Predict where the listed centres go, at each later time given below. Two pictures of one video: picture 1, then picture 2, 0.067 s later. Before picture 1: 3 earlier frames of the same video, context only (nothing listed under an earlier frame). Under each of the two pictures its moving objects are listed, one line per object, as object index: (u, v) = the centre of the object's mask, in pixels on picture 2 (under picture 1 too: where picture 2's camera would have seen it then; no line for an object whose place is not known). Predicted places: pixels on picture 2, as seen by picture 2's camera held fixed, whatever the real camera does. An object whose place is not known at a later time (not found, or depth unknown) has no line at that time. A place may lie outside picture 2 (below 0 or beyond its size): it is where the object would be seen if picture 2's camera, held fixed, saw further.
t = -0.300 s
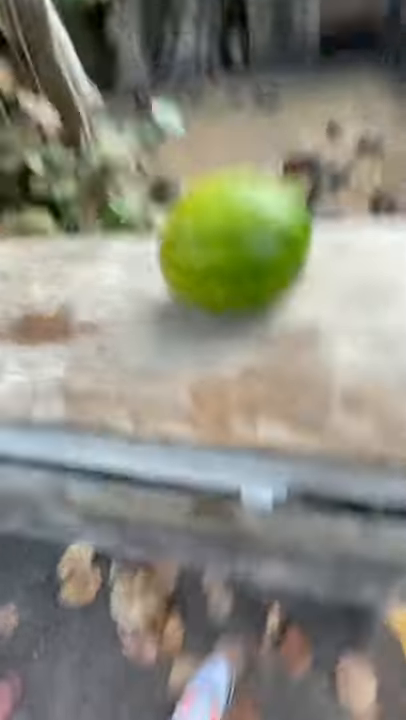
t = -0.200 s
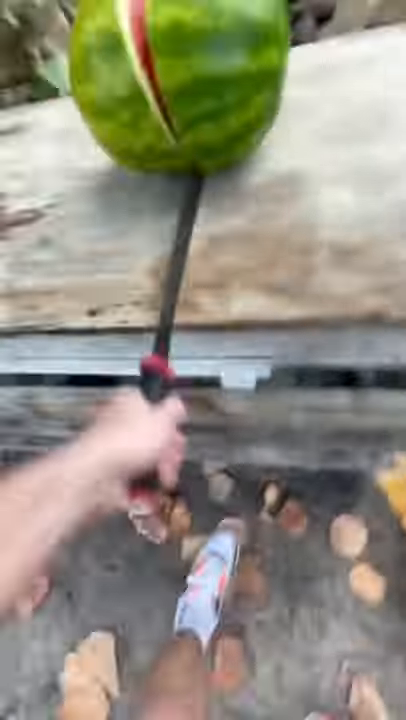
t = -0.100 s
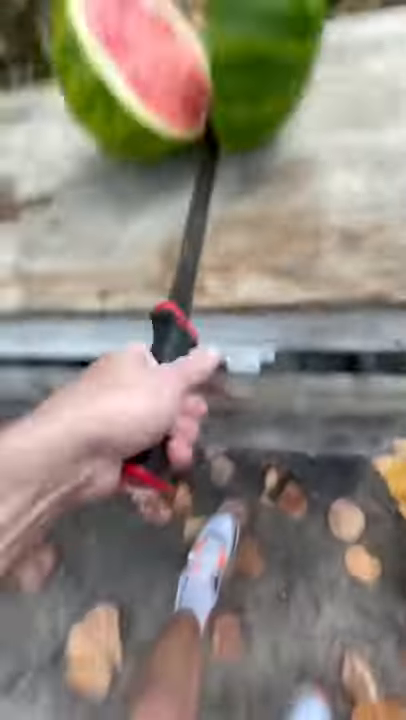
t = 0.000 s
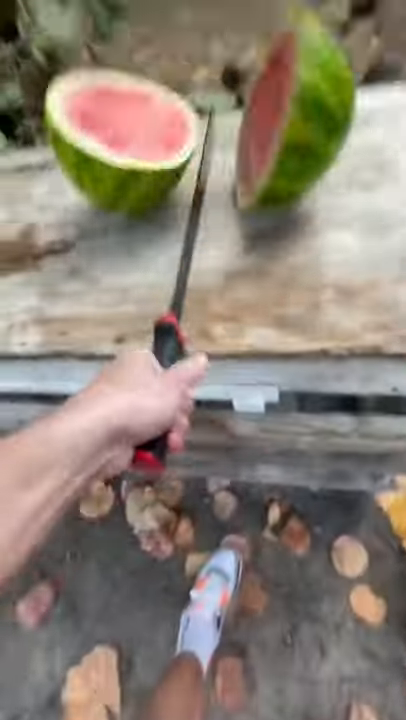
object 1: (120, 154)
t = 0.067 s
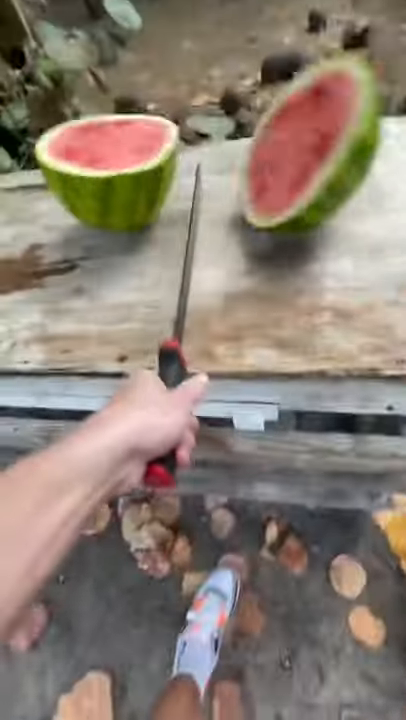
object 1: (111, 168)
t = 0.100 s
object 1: (107, 171)
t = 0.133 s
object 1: (104, 175)
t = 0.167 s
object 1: (97, 177)
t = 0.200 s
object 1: (93, 178)
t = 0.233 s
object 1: (85, 176)
